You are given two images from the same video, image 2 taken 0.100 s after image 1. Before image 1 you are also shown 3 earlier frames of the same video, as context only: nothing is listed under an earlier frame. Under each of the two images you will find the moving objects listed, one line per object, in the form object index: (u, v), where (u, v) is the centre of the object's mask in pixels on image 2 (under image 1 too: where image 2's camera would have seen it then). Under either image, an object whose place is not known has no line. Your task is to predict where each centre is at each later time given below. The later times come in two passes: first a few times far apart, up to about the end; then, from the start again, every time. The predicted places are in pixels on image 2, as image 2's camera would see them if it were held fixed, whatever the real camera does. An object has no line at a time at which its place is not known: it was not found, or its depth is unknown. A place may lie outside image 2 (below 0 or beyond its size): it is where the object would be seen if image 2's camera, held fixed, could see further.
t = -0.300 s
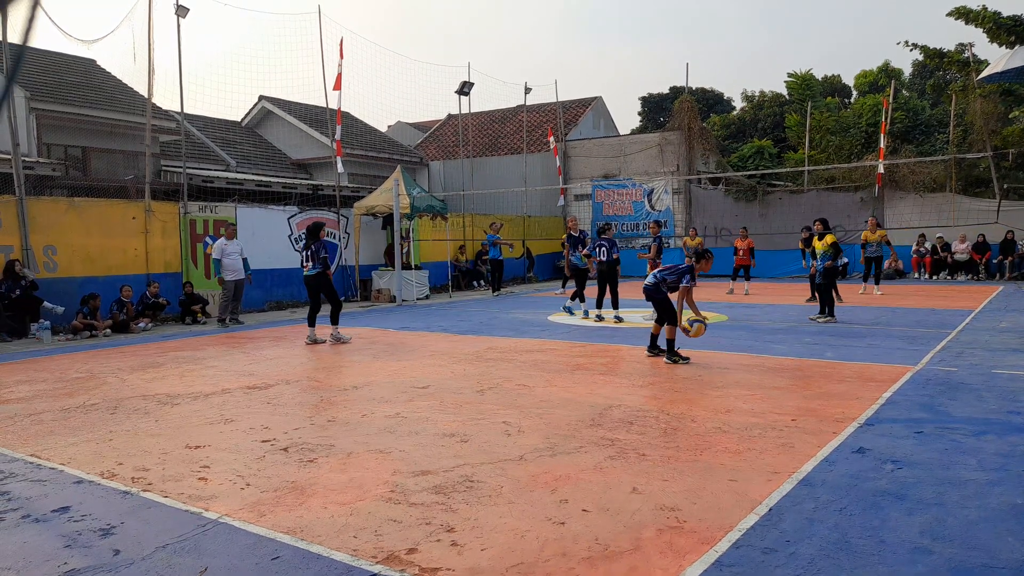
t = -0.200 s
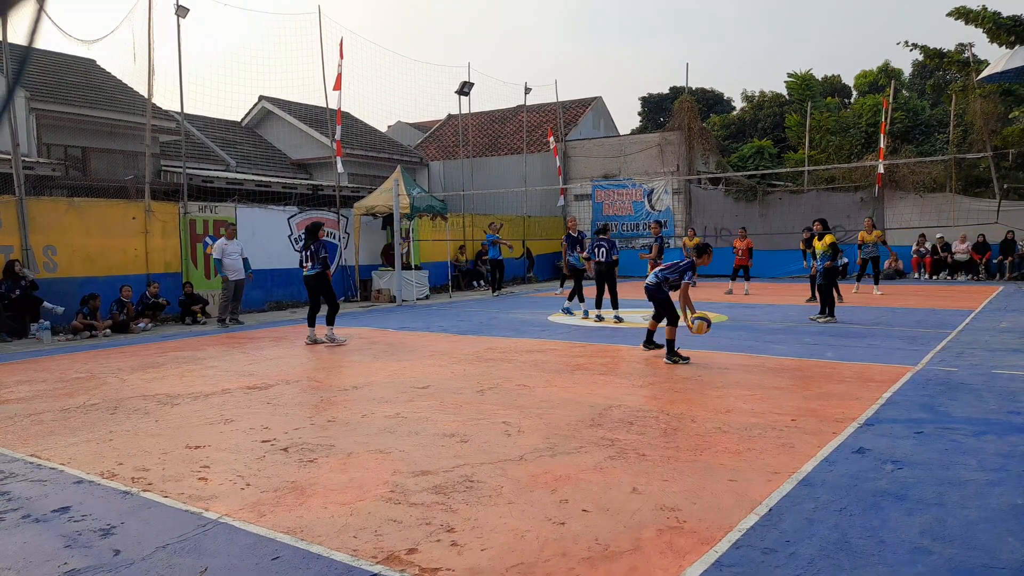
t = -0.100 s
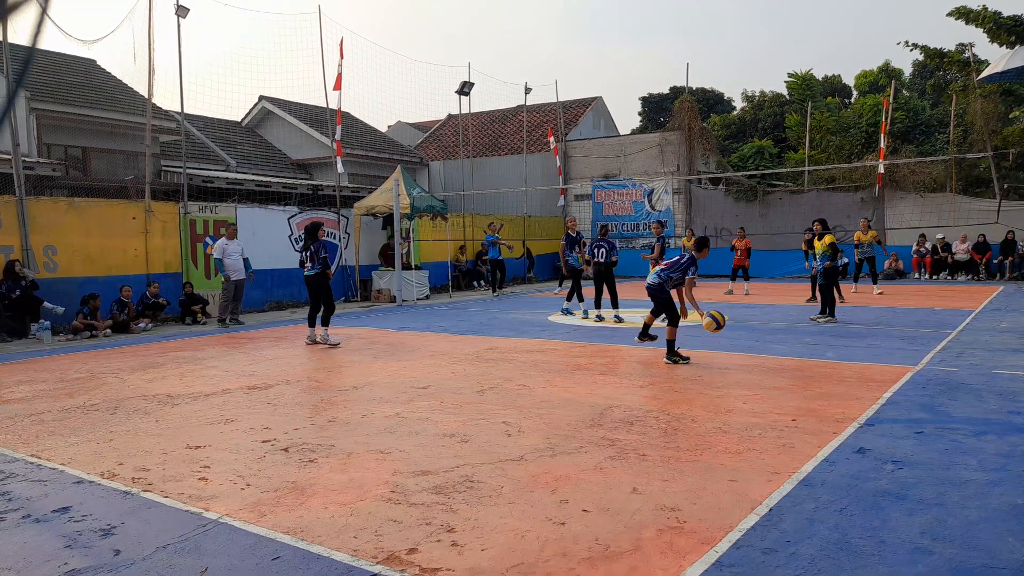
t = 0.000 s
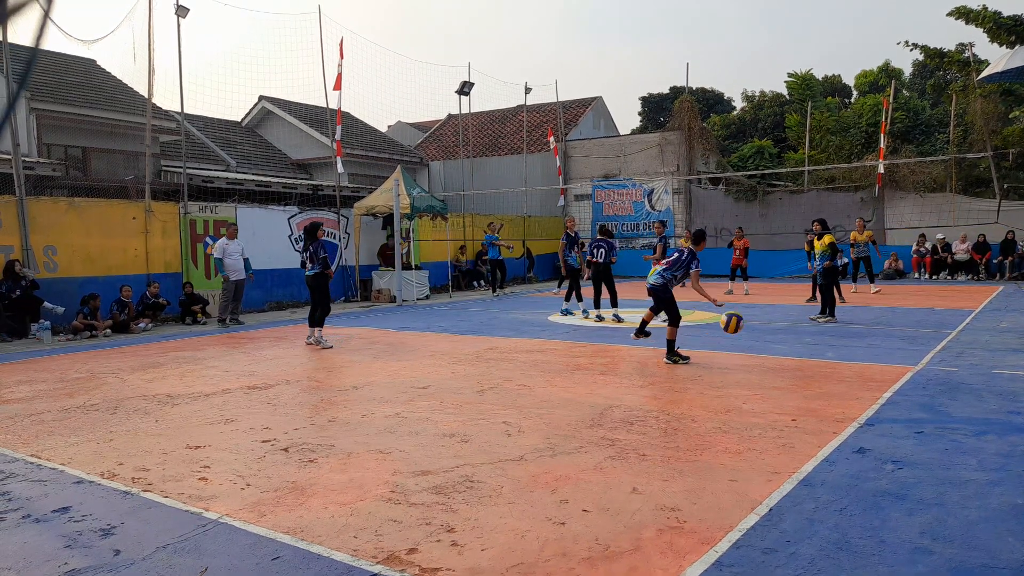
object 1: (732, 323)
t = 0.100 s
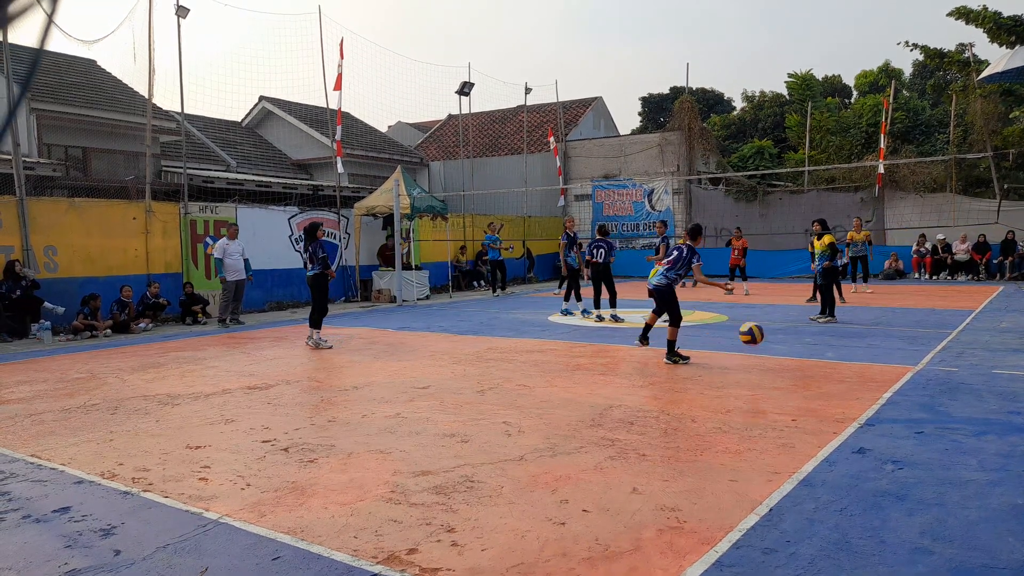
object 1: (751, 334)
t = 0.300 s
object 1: (792, 362)
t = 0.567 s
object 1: (842, 347)
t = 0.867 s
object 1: (905, 369)
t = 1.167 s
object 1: (978, 397)
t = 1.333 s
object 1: (1023, 385)
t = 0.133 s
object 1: (758, 340)
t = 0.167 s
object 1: (765, 348)
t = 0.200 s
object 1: (772, 358)
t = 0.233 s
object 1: (779, 368)
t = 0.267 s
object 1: (784, 369)
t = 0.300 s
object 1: (792, 362)
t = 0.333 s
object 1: (798, 356)
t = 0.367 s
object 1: (802, 352)
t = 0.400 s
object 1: (809, 347)
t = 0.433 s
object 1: (816, 346)
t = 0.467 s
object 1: (820, 343)
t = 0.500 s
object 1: (827, 343)
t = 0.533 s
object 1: (834, 345)
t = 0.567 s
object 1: (842, 347)
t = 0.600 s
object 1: (848, 351)
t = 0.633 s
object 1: (855, 357)
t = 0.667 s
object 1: (862, 363)
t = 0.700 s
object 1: (869, 372)
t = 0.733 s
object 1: (876, 382)
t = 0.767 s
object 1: (883, 387)
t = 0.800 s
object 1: (891, 380)
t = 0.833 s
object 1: (897, 374)
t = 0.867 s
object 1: (905, 369)
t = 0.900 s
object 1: (913, 366)
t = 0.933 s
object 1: (921, 365)
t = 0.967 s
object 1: (928, 365)
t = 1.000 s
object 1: (937, 366)
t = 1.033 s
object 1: (945, 369)
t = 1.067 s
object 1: (953, 373)
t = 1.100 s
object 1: (961, 380)
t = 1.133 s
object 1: (970, 387)
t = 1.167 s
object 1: (978, 397)
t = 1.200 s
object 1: (987, 403)
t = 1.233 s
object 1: (995, 396)
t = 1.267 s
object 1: (1005, 390)
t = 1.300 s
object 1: (1014, 387)
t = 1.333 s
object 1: (1023, 385)
